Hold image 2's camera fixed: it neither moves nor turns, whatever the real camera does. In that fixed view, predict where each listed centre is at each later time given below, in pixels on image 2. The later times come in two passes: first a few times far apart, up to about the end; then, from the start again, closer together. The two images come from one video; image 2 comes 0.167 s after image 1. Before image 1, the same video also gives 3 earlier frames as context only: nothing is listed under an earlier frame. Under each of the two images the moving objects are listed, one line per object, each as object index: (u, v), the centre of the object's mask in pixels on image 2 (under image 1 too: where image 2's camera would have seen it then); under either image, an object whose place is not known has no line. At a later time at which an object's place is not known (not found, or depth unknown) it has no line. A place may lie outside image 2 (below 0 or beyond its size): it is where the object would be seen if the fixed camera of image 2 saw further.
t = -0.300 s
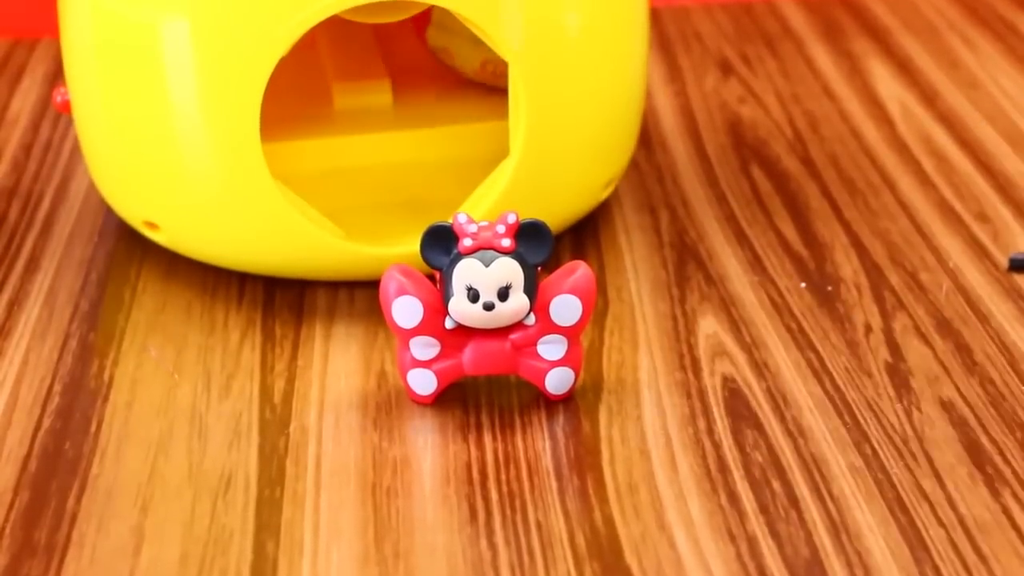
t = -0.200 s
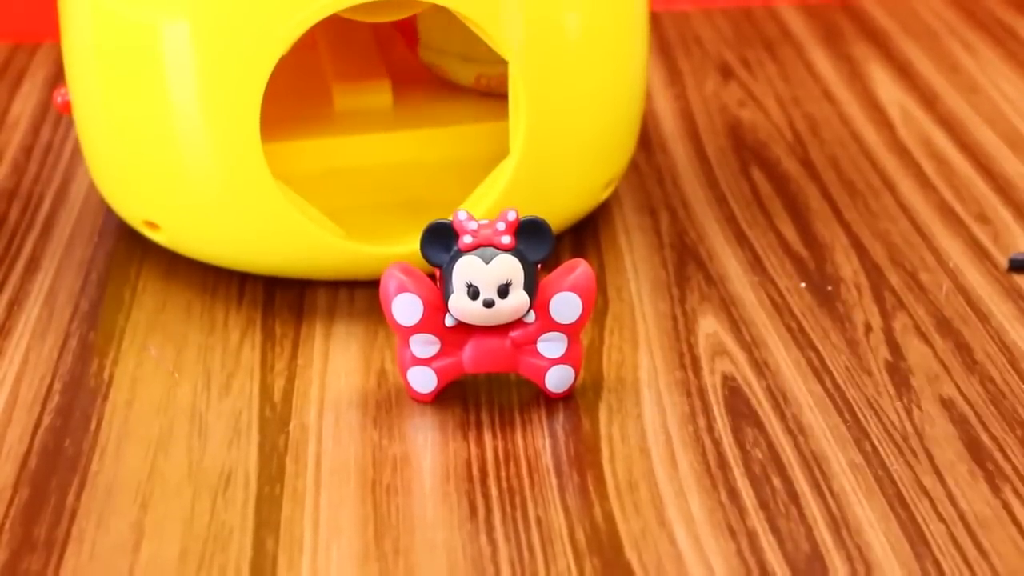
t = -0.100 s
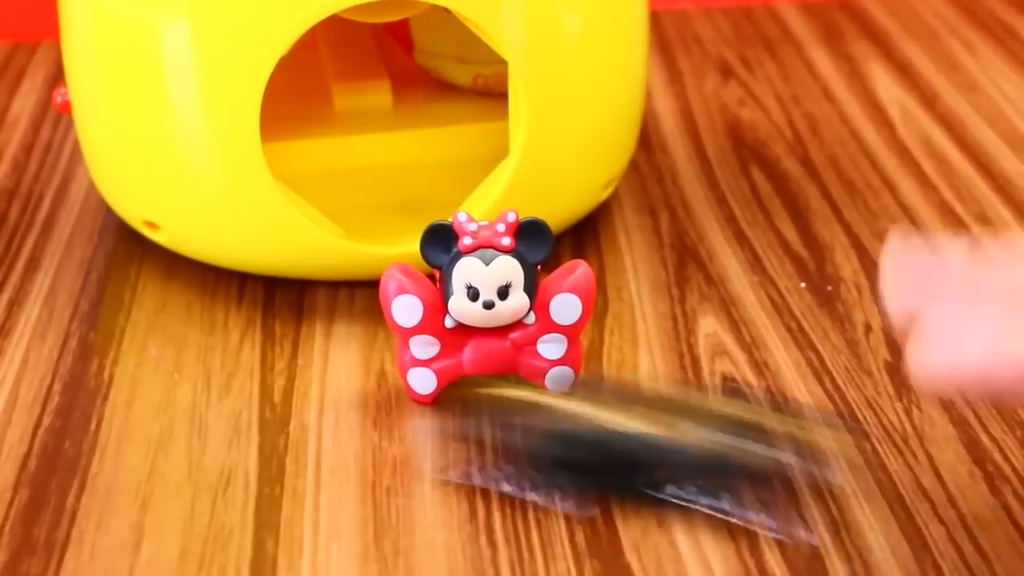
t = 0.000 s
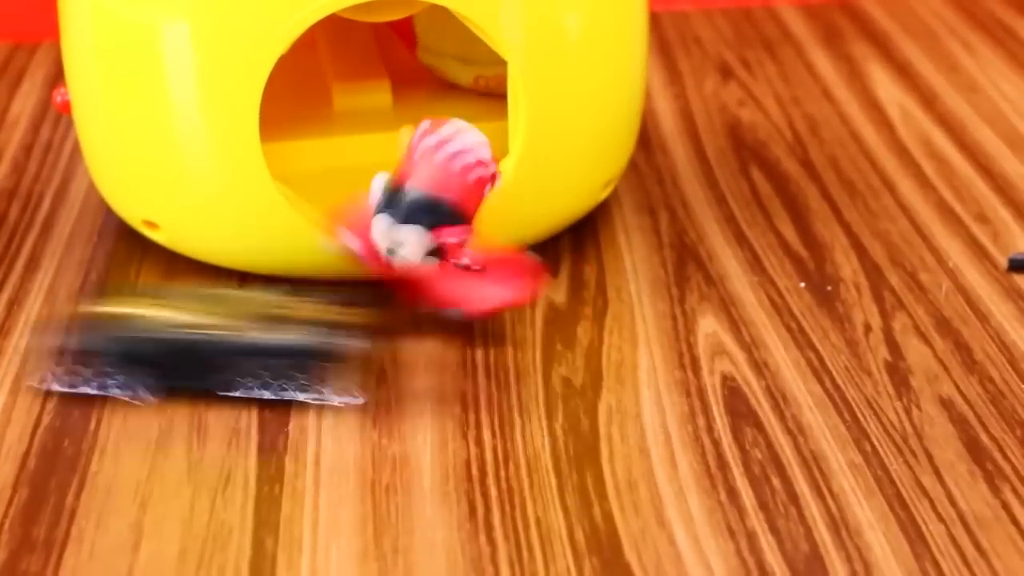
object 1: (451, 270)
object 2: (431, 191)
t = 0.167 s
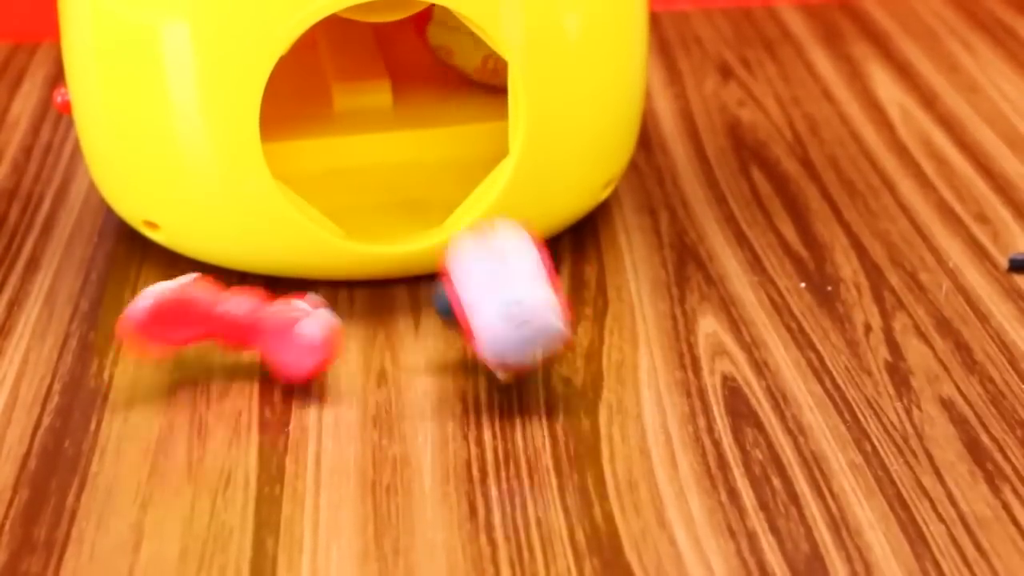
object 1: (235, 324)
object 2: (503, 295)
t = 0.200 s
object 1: (207, 343)
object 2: (542, 304)
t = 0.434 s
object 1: (182, 357)
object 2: (615, 381)
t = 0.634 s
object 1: (182, 357)
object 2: (559, 376)
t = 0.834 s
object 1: (182, 357)
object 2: (559, 376)
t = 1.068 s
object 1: (182, 358)
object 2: (559, 376)
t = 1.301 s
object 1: (182, 357)
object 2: (559, 376)
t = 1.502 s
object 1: (182, 358)
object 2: (559, 376)
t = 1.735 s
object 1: (182, 358)
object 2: (559, 376)
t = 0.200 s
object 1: (207, 343)
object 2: (542, 304)
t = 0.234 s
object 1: (191, 344)
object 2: (581, 323)
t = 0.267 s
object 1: (186, 351)
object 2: (619, 337)
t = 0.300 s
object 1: (182, 355)
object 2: (646, 351)
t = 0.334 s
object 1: (181, 357)
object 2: (656, 358)
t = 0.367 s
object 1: (182, 357)
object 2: (652, 363)
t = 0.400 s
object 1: (182, 357)
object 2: (637, 377)
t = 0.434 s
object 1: (182, 357)
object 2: (615, 381)
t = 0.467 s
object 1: (182, 357)
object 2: (590, 382)
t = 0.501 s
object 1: (182, 357)
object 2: (573, 378)
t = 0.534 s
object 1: (182, 357)
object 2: (567, 370)
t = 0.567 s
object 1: (182, 357)
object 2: (564, 372)
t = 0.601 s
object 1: (182, 357)
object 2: (559, 375)
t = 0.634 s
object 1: (182, 357)
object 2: (559, 376)
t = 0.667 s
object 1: (182, 357)
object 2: (559, 376)
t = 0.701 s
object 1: (182, 357)
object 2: (559, 376)
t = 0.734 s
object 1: (182, 357)
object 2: (559, 376)
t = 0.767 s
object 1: (182, 357)
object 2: (559, 376)
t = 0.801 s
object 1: (182, 357)
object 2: (559, 376)
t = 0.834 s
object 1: (182, 357)
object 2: (559, 376)
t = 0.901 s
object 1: (182, 357)
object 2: (559, 376)
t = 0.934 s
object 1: (182, 357)
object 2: (559, 376)
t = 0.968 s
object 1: (182, 357)
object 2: (559, 376)
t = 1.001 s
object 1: (182, 357)
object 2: (559, 376)
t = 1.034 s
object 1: (182, 357)
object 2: (559, 376)
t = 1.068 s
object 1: (182, 358)
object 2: (559, 376)
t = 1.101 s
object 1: (182, 357)
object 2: (559, 376)
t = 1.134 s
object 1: (182, 358)
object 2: (559, 376)
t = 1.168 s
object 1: (182, 357)
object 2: (559, 376)
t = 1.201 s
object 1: (182, 357)
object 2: (559, 376)
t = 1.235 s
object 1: (182, 357)
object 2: (559, 376)
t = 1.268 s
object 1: (182, 358)
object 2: (559, 376)
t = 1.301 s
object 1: (182, 357)
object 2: (559, 376)
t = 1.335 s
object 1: (182, 357)
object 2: (559, 376)
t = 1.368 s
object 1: (182, 357)
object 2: (559, 376)
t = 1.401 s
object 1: (182, 357)
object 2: (559, 376)
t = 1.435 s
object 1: (182, 357)
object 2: (559, 376)
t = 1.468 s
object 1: (182, 358)
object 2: (559, 376)
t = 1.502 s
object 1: (182, 358)
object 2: (559, 376)
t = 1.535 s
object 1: (182, 357)
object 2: (559, 376)
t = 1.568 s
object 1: (182, 358)
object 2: (559, 376)
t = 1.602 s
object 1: (182, 358)
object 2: (559, 376)
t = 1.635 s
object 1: (182, 358)
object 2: (559, 376)
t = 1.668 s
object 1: (182, 358)
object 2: (559, 376)
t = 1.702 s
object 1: (182, 358)
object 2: (559, 376)
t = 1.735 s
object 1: (182, 358)
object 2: (559, 376)
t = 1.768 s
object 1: (182, 358)
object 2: (559, 376)
